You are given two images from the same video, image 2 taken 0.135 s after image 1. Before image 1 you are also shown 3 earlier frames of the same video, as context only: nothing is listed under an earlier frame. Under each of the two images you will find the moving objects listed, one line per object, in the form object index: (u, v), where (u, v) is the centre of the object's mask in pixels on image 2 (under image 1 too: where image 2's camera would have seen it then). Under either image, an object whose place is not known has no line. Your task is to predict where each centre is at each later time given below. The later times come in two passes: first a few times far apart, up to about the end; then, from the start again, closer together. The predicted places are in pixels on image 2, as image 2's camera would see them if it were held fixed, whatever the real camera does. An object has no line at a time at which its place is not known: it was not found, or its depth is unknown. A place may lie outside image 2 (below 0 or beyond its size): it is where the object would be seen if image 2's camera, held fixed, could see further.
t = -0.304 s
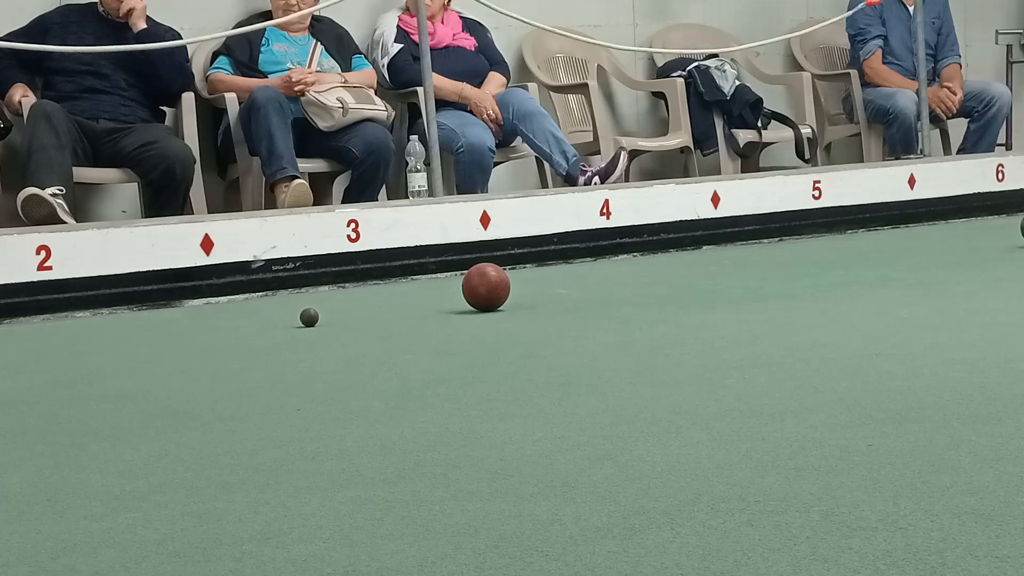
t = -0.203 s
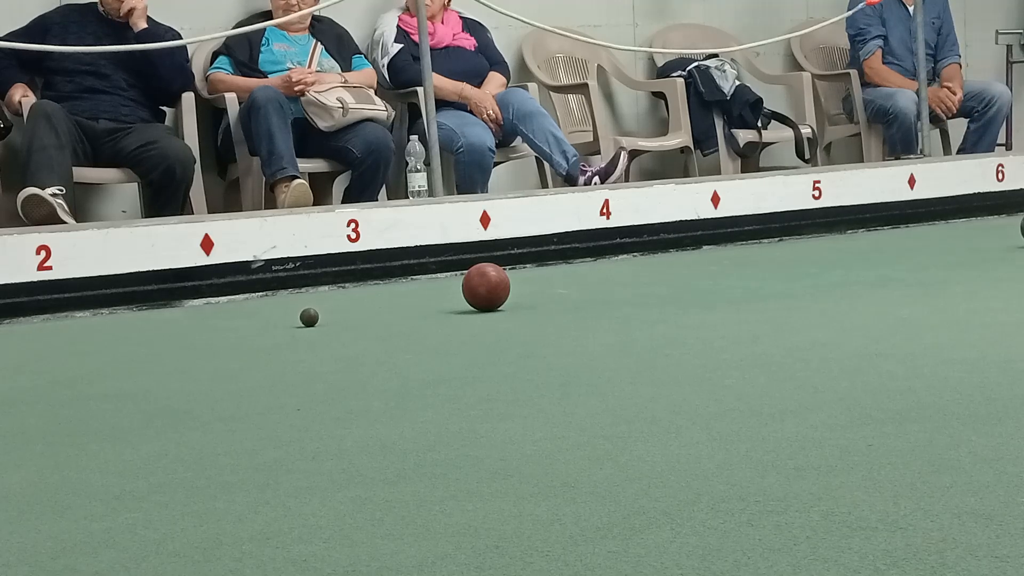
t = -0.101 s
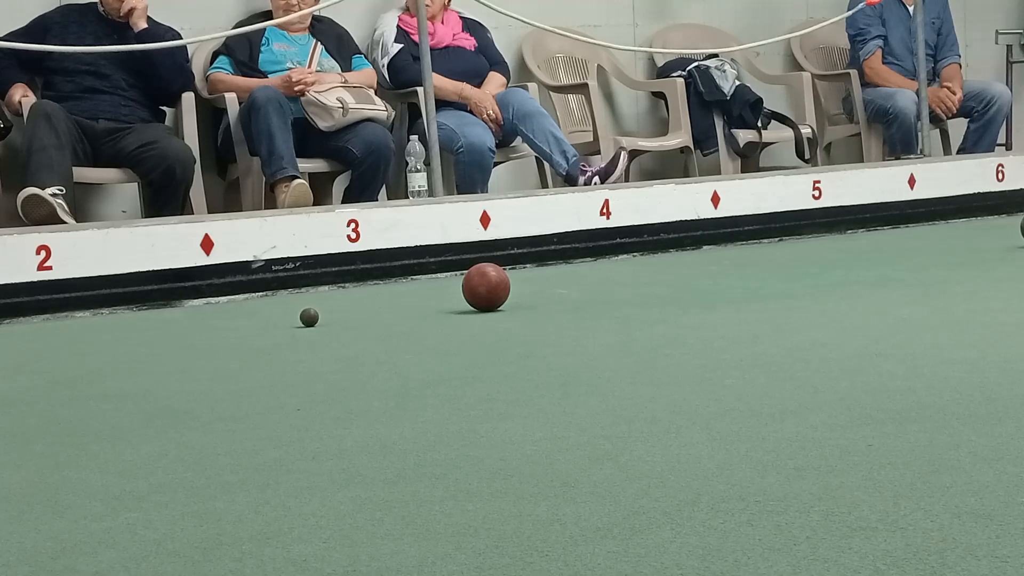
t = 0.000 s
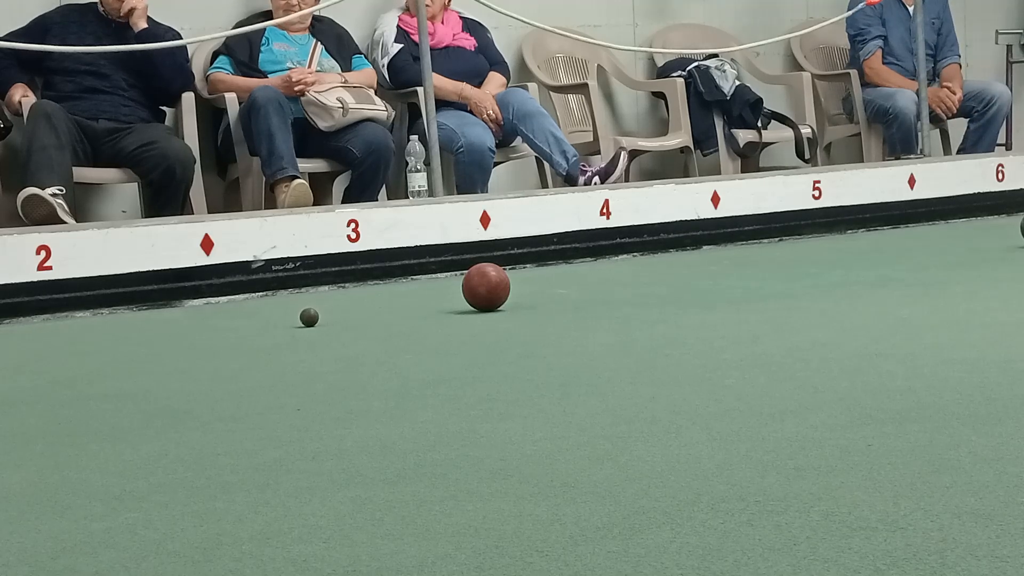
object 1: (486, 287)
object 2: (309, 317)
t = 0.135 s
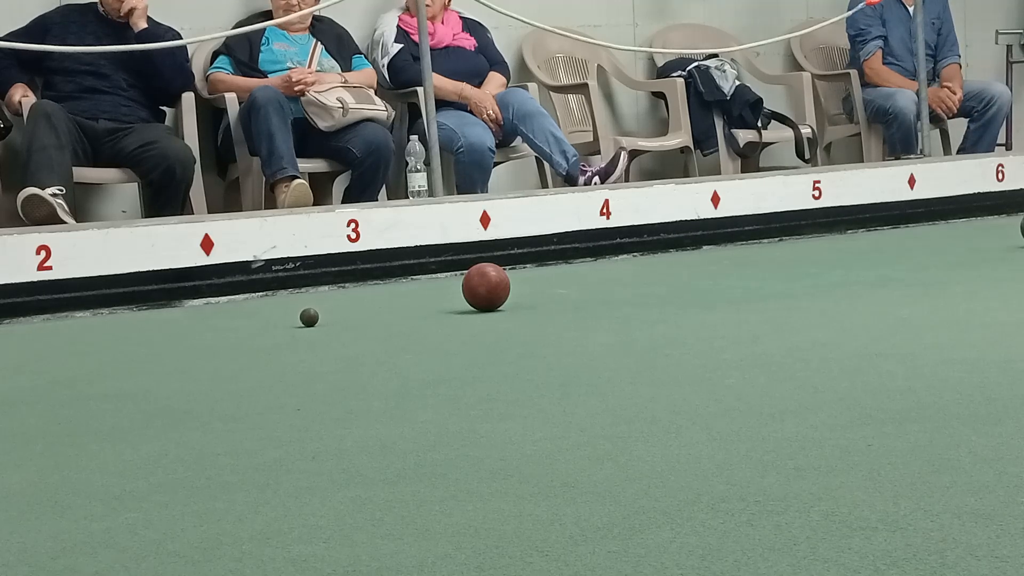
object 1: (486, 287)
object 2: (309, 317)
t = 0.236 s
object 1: (486, 287)
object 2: (309, 317)
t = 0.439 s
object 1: (486, 287)
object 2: (309, 317)
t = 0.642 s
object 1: (486, 287)
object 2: (309, 317)
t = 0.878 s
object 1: (486, 287)
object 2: (309, 317)
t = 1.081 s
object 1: (486, 287)
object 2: (309, 317)
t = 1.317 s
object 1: (486, 287)
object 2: (309, 317)
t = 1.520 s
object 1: (486, 287)
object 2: (359, 314)
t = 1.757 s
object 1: (486, 287)
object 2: (417, 311)
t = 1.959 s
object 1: (486, 287)
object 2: (461, 309)
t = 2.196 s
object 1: (493, 285)
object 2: (509, 305)
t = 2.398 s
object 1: (512, 286)
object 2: (546, 303)
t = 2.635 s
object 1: (531, 285)
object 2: (584, 301)
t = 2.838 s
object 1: (544, 284)
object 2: (613, 299)
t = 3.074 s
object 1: (557, 284)
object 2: (643, 297)
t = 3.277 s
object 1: (566, 283)
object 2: (666, 295)
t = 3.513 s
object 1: (573, 283)
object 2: (691, 294)
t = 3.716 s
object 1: (577, 283)
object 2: (709, 292)
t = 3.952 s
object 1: (578, 283)
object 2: (729, 291)
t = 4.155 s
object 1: (579, 283)
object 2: (743, 290)
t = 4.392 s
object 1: (577, 283)
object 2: (757, 288)
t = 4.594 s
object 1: (576, 283)
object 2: (767, 287)
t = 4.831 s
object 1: (576, 283)
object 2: (776, 286)
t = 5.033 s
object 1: (576, 283)
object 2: (781, 285)
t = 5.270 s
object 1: (576, 283)
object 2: (787, 284)
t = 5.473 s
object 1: (576, 283)
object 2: (789, 283)
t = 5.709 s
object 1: (576, 283)
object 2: (789, 282)
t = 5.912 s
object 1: (576, 283)
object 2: (788, 282)
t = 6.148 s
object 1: (576, 283)
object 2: (787, 281)
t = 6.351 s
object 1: (576, 283)
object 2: (789, 281)
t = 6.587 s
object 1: (576, 283)
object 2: (790, 281)
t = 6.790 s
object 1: (576, 283)
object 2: (789, 281)
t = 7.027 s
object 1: (576, 283)
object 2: (789, 281)
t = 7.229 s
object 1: (576, 283)
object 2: (789, 281)
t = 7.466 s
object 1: (576, 283)
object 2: (789, 281)
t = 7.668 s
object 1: (576, 283)
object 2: (789, 281)
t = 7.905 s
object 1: (576, 283)
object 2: (789, 281)
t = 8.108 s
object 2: (789, 281)
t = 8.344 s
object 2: (789, 281)
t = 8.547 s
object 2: (789, 281)
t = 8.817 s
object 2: (790, 281)
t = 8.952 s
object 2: (790, 281)
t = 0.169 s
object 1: (486, 287)
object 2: (309, 317)
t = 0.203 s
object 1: (486, 287)
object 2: (309, 317)
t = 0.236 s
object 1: (486, 287)
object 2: (309, 317)
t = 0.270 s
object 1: (486, 287)
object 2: (309, 317)
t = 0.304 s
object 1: (486, 287)
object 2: (309, 317)
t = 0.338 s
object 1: (486, 287)
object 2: (309, 317)
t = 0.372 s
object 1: (486, 287)
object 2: (309, 317)
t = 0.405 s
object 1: (486, 287)
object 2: (309, 317)
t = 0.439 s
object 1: (486, 287)
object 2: (309, 317)
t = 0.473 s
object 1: (486, 287)
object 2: (309, 317)
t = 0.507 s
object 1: (486, 287)
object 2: (309, 317)
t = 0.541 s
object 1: (486, 287)
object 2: (309, 317)
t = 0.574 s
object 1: (486, 287)
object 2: (309, 317)
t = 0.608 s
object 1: (486, 287)
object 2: (309, 317)
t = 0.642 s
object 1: (486, 287)
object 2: (309, 317)
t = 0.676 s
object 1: (486, 287)
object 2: (309, 317)
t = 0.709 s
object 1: (486, 287)
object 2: (309, 317)
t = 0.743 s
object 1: (486, 287)
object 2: (309, 317)
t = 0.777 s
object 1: (486, 287)
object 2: (309, 317)
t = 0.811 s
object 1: (486, 287)
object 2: (309, 317)
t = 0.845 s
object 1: (486, 287)
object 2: (309, 317)
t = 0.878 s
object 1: (486, 287)
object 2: (309, 317)
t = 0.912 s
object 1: (486, 287)
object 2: (309, 317)
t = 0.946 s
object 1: (486, 287)
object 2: (309, 317)
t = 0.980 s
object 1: (486, 287)
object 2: (309, 317)
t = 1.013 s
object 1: (486, 287)
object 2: (309, 317)
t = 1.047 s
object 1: (486, 287)
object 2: (309, 317)
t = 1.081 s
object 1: (486, 287)
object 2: (309, 317)
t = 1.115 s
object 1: (486, 287)
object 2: (309, 317)
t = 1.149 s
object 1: (486, 287)
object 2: (309, 317)
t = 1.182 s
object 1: (486, 287)
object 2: (309, 317)
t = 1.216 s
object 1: (486, 287)
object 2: (309, 317)
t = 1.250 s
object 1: (486, 287)
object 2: (309, 317)
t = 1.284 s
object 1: (486, 287)
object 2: (309, 317)
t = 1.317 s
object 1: (486, 287)
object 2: (309, 317)
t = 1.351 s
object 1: (486, 287)
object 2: (315, 317)
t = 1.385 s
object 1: (486, 287)
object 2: (323, 317)
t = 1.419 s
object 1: (486, 287)
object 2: (333, 316)
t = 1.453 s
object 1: (486, 287)
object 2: (341, 315)
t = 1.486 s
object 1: (486, 287)
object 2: (350, 315)
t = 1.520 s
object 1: (486, 287)
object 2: (359, 314)
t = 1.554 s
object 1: (486, 287)
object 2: (367, 314)
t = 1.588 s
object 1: (486, 287)
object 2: (376, 314)
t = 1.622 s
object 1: (486, 287)
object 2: (384, 313)
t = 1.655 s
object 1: (486, 287)
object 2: (392, 313)
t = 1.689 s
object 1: (486, 287)
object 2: (401, 312)
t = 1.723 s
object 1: (486, 287)
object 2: (409, 312)
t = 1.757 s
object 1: (486, 287)
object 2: (417, 311)
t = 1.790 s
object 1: (486, 287)
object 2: (425, 311)
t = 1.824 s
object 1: (486, 287)
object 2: (432, 310)
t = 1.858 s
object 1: (486, 287)
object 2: (440, 310)
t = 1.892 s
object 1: (486, 287)
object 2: (447, 310)
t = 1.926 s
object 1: (486, 287)
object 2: (454, 309)
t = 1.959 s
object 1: (486, 287)
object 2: (461, 309)
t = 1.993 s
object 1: (487, 286)
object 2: (469, 308)
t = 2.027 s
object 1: (487, 285)
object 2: (476, 307)
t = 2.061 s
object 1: (486, 284)
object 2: (483, 307)
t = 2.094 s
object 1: (485, 284)
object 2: (489, 306)
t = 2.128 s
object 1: (487, 284)
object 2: (495, 306)
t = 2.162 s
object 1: (490, 285)
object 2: (502, 306)
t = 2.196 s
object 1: (493, 285)
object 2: (509, 305)
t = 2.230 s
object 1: (496, 285)
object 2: (515, 305)
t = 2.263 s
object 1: (499, 286)
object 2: (521, 305)
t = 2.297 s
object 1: (503, 286)
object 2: (528, 305)
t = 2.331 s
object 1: (506, 286)
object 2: (534, 304)
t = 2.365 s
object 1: (509, 286)
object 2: (540, 304)
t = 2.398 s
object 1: (512, 286)
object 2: (546, 303)
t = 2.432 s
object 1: (515, 286)
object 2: (552, 303)
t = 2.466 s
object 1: (517, 285)
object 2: (558, 303)
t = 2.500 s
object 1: (520, 285)
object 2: (563, 302)
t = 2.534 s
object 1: (523, 285)
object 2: (568, 302)
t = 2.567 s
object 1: (526, 285)
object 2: (574, 302)
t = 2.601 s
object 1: (528, 285)
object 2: (579, 302)
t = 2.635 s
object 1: (531, 285)
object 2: (584, 301)
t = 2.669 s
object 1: (533, 285)
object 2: (589, 301)
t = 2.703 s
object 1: (535, 285)
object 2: (594, 300)
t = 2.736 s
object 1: (538, 285)
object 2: (599, 300)
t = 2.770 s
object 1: (540, 285)
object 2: (604, 300)
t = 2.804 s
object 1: (542, 284)
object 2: (608, 299)
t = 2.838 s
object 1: (544, 284)
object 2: (613, 299)
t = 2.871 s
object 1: (546, 284)
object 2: (618, 299)
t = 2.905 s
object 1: (548, 284)
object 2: (622, 299)
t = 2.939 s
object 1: (550, 284)
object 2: (626, 298)
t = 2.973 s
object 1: (552, 284)
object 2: (631, 298)
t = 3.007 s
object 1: (554, 284)
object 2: (635, 298)
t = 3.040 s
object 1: (555, 284)
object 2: (639, 298)
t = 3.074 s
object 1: (557, 284)
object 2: (643, 297)
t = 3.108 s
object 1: (559, 284)
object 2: (647, 297)
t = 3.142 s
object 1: (560, 284)
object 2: (651, 297)
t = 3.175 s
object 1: (561, 284)
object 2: (655, 296)
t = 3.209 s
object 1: (563, 283)
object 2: (659, 296)
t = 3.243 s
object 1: (564, 283)
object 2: (662, 296)
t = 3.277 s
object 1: (566, 283)
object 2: (666, 295)
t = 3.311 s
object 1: (567, 283)
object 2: (670, 295)
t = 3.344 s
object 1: (568, 283)
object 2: (673, 295)
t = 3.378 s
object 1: (569, 283)
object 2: (677, 295)
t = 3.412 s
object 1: (570, 283)
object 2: (680, 295)
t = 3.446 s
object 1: (571, 283)
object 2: (684, 294)
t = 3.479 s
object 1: (572, 283)
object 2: (687, 294)
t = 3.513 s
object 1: (573, 283)
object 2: (691, 294)
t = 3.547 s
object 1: (574, 283)
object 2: (694, 294)
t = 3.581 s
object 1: (575, 283)
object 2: (697, 293)
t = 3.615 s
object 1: (575, 283)
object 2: (700, 293)
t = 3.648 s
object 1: (576, 283)
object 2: (704, 293)
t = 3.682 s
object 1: (576, 283)
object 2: (706, 293)
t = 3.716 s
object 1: (577, 283)
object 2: (709, 292)
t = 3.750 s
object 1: (577, 283)
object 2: (713, 292)
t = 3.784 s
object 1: (577, 283)
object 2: (716, 292)
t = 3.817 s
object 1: (578, 283)
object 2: (719, 292)
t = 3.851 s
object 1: (578, 283)
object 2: (721, 291)
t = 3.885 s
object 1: (578, 283)
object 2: (724, 291)
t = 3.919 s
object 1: (578, 283)
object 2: (727, 291)
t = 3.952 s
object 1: (578, 283)
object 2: (729, 291)
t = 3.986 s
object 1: (579, 283)
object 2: (732, 291)
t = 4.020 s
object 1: (579, 283)
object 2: (734, 291)
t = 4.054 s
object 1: (579, 283)
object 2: (736, 290)
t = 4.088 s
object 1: (579, 283)
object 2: (738, 290)
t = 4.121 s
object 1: (579, 283)
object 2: (741, 290)
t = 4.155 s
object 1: (579, 283)
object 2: (743, 290)
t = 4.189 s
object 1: (579, 283)
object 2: (745, 289)
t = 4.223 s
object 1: (578, 283)
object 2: (747, 289)
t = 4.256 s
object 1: (578, 283)
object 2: (749, 289)
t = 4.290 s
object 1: (578, 283)
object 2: (751, 289)
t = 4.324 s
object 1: (578, 283)
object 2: (753, 288)
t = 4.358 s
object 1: (578, 283)
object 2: (755, 288)
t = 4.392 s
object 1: (577, 283)
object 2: (757, 288)
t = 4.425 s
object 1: (577, 283)
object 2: (759, 288)
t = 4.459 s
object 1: (577, 283)
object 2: (761, 288)
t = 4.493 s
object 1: (576, 283)
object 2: (763, 287)
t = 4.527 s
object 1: (576, 283)
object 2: (764, 287)
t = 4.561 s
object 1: (576, 283)
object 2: (766, 287)
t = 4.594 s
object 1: (576, 283)
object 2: (767, 287)
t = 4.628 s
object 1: (576, 283)
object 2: (768, 287)
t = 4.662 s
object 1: (576, 283)
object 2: (770, 286)
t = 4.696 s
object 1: (576, 283)
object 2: (771, 286)
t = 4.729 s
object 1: (576, 283)
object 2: (773, 286)
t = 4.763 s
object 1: (576, 283)
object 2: (774, 286)
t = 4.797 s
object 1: (576, 283)
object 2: (775, 286)
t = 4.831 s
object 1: (576, 283)
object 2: (776, 286)
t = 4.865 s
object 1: (576, 283)
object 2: (777, 285)
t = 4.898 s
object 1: (576, 283)
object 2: (778, 285)
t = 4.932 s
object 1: (576, 283)
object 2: (779, 285)
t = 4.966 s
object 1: (576, 283)
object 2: (779, 285)
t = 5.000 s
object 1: (576, 283)
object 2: (780, 285)
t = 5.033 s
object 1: (576, 283)
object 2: (781, 285)
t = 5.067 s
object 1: (576, 283)
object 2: (782, 285)
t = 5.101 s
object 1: (576, 283)
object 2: (783, 285)
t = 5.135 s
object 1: (576, 283)
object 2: (783, 284)
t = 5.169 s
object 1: (576, 283)
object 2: (784, 284)
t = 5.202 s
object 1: (576, 283)
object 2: (785, 284)
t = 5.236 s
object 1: (576, 283)
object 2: (786, 284)
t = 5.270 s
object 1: (576, 283)
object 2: (787, 284)
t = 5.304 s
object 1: (576, 283)
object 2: (787, 284)
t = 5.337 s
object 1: (576, 283)
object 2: (788, 284)
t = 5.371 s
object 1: (576, 283)
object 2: (788, 283)
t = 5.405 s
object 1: (576, 283)
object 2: (788, 283)
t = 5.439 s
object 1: (576, 283)
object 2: (789, 283)
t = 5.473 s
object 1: (576, 283)
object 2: (789, 283)
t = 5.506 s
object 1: (576, 283)
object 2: (789, 283)
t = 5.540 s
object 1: (576, 283)
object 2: (789, 283)
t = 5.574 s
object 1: (576, 283)
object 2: (790, 283)
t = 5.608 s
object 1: (576, 283)
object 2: (790, 282)
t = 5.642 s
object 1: (576, 283)
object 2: (790, 282)
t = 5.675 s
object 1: (576, 283)
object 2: (789, 282)
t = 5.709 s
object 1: (576, 283)
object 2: (789, 282)
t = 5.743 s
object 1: (576, 283)
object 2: (789, 282)
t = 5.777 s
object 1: (576, 283)
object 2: (789, 282)
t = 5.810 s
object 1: (576, 283)
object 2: (789, 282)
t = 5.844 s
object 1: (576, 283)
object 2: (789, 282)
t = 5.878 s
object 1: (576, 283)
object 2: (788, 282)
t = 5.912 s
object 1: (576, 283)
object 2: (788, 282)
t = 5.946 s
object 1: (576, 283)
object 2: (788, 282)
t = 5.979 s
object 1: (576, 283)
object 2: (787, 282)
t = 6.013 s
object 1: (576, 283)
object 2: (787, 282)
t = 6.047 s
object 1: (576, 283)
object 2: (787, 282)
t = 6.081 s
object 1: (576, 283)
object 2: (787, 282)
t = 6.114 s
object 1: (576, 283)
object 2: (787, 281)
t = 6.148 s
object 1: (576, 283)
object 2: (787, 281)
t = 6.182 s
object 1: (576, 283)
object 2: (788, 281)
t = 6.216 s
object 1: (576, 283)
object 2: (788, 281)
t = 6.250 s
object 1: (576, 283)
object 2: (788, 281)
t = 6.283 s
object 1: (576, 283)
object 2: (788, 281)
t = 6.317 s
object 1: (576, 283)
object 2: (789, 281)
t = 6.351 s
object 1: (576, 283)
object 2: (789, 281)
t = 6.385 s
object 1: (576, 283)
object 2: (790, 281)
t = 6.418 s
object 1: (576, 283)
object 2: (790, 281)
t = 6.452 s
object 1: (576, 283)
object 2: (790, 281)
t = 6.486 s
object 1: (576, 283)
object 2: (790, 281)
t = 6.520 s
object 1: (576, 283)
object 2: (790, 281)
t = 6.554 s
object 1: (576, 283)
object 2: (790, 281)
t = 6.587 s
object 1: (576, 283)
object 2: (790, 281)
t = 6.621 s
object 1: (576, 283)
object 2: (790, 281)
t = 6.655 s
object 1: (576, 283)
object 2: (790, 281)
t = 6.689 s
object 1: (576, 283)
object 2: (790, 281)
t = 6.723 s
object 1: (576, 283)
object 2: (790, 281)
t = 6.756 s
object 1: (576, 283)
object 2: (790, 281)
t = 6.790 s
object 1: (576, 283)
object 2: (789, 281)
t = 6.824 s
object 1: (576, 283)
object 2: (789, 281)
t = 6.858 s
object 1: (576, 283)
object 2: (789, 281)
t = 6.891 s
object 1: (576, 283)
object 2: (789, 281)
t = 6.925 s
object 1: (576, 283)
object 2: (789, 281)
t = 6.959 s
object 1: (576, 283)
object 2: (789, 281)
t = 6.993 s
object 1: (576, 283)
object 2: (789, 281)
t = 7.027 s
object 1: (576, 283)
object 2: (789, 281)
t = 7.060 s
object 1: (576, 283)
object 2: (789, 281)
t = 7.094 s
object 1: (576, 283)
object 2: (789, 281)
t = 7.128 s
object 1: (576, 283)
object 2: (789, 281)
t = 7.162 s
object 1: (576, 283)
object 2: (789, 281)
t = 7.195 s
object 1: (576, 283)
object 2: (789, 281)
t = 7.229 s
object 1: (576, 283)
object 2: (789, 281)
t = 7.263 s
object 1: (576, 283)
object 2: (789, 281)
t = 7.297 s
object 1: (576, 283)
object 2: (789, 281)
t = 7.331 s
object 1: (576, 283)
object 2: (789, 281)
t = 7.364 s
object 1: (576, 283)
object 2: (789, 281)
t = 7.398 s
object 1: (576, 283)
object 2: (789, 281)
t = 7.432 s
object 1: (576, 283)
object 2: (789, 281)
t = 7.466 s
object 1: (576, 283)
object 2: (789, 281)
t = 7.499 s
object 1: (576, 283)
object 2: (789, 281)
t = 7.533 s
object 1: (576, 283)
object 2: (789, 281)
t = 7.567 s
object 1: (576, 283)
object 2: (789, 281)
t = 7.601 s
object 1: (576, 283)
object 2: (789, 281)
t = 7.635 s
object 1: (576, 283)
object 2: (789, 281)
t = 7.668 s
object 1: (576, 283)
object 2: (789, 281)
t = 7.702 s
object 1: (576, 283)
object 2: (789, 281)
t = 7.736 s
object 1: (576, 283)
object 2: (789, 281)
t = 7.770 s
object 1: (576, 283)
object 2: (789, 281)
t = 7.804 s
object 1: (576, 283)
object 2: (789, 281)
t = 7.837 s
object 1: (576, 283)
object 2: (789, 281)
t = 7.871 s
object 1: (576, 283)
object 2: (789, 281)
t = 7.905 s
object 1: (576, 283)
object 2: (789, 281)
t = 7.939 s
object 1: (576, 283)
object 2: (789, 281)
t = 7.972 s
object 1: (576, 283)
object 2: (789, 281)
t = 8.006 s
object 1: (576, 283)
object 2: (789, 281)
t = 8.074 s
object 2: (789, 281)
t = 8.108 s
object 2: (789, 281)
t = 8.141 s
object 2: (789, 281)
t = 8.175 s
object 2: (789, 281)
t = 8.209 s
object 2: (789, 281)
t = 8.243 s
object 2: (789, 281)
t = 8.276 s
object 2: (789, 281)
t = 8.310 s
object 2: (789, 281)
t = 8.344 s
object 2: (789, 281)
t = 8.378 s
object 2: (789, 281)
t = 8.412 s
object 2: (789, 281)
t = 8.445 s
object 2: (789, 281)
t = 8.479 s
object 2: (789, 281)
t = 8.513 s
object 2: (789, 281)
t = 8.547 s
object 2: (789, 281)
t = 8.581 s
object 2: (789, 281)
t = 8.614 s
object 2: (789, 281)
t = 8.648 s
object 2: (789, 281)
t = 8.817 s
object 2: (790, 281)
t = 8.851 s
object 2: (790, 281)
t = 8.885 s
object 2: (790, 281)
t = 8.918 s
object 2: (790, 281)
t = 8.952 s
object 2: (790, 281)
